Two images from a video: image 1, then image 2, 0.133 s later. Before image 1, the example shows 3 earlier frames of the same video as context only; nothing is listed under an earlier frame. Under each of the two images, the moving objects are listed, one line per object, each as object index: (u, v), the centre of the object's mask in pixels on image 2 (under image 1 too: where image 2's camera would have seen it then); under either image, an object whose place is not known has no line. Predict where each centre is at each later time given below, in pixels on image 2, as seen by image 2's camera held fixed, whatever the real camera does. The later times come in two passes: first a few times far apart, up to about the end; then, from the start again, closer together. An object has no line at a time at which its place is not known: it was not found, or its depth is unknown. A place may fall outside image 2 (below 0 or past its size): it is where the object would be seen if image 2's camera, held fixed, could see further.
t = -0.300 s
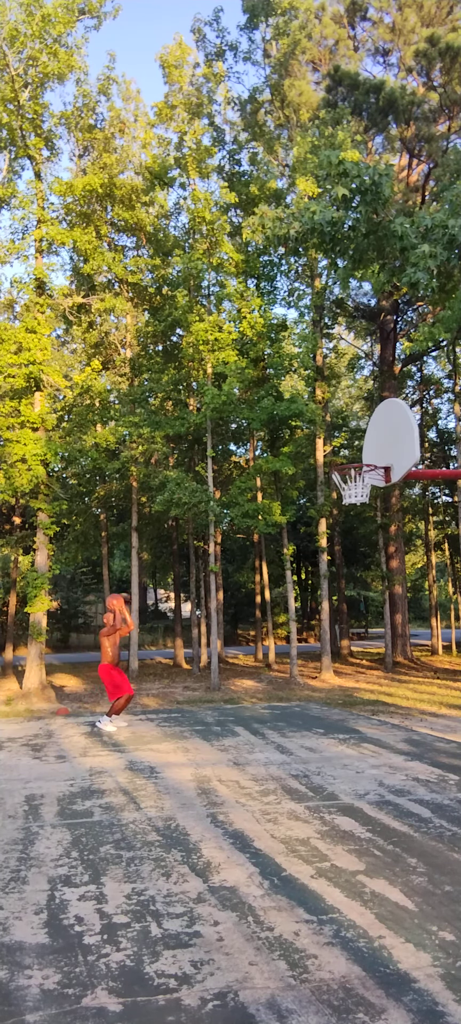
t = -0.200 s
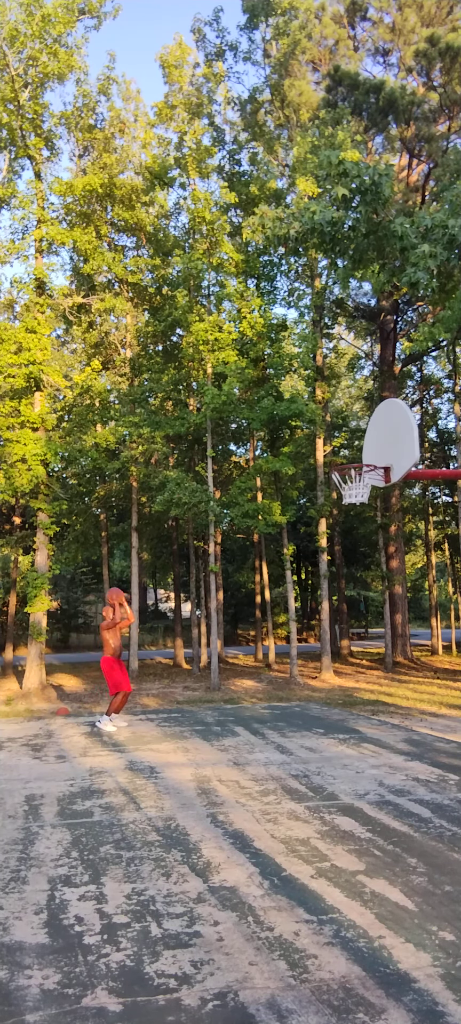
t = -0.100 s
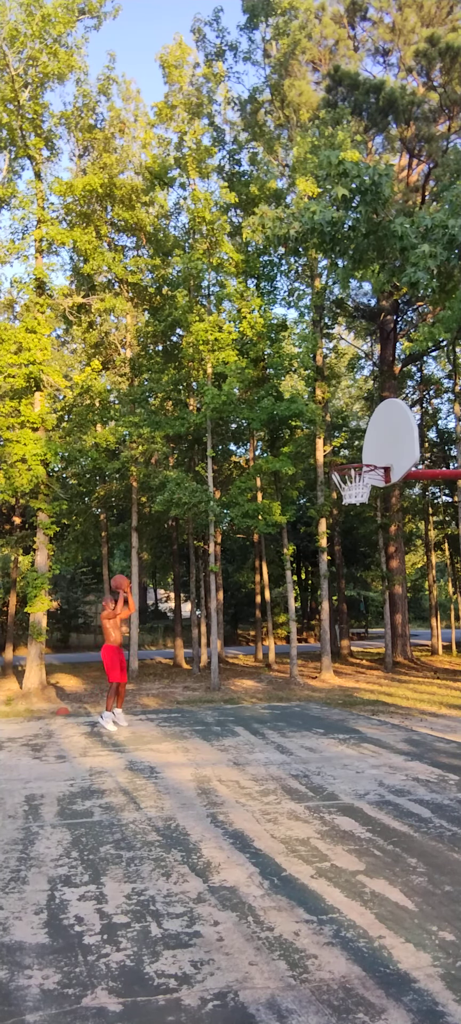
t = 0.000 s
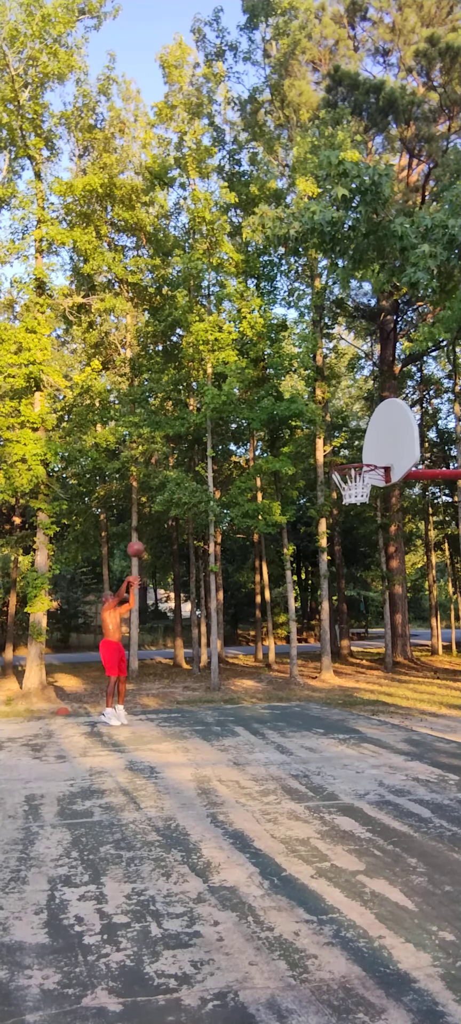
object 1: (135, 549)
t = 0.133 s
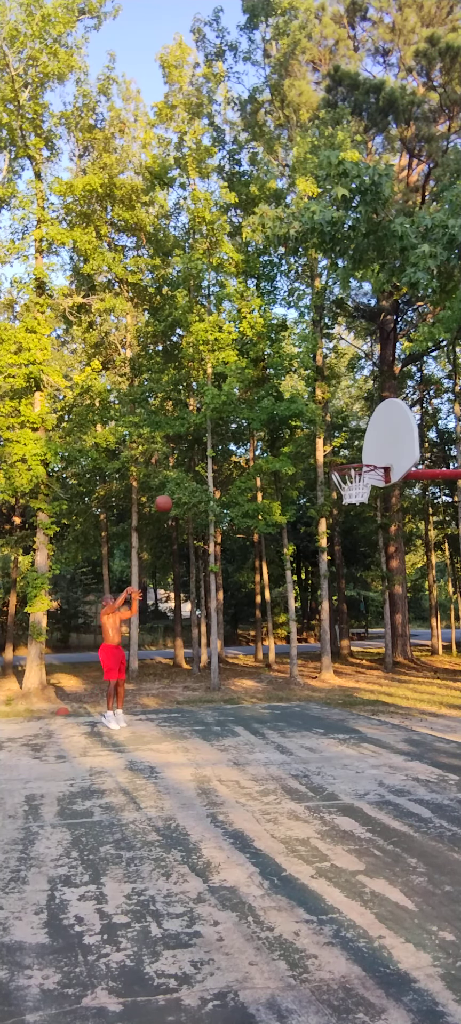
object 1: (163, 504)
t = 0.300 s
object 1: (201, 462)
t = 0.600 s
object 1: (278, 431)
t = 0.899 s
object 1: (364, 458)
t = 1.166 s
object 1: (348, 431)
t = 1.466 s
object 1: (324, 470)
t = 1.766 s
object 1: (300, 614)
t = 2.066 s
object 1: (274, 725)
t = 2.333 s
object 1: (242, 593)
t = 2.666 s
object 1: (203, 547)
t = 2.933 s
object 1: (166, 629)
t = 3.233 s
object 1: (115, 888)
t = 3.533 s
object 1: (41, 712)
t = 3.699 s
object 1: (8, 684)
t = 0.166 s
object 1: (171, 494)
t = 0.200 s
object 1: (178, 485)
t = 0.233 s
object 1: (185, 477)
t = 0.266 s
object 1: (193, 469)
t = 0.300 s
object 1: (201, 462)
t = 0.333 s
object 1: (209, 455)
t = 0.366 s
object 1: (217, 450)
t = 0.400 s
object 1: (225, 444)
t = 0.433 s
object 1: (234, 440)
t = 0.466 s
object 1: (242, 437)
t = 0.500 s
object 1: (251, 434)
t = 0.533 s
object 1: (260, 432)
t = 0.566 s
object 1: (269, 431)
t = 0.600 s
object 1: (278, 431)
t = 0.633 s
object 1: (288, 432)
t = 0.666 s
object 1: (297, 433)
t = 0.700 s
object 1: (308, 435)
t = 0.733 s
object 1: (318, 439)
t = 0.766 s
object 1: (330, 444)
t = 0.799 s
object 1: (340, 449)
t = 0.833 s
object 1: (351, 455)
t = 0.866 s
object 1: (362, 459)
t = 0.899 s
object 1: (364, 458)
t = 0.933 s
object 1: (365, 457)
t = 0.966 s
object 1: (363, 452)
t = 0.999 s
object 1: (360, 446)
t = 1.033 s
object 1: (358, 441)
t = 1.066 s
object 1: (355, 437)
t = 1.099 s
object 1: (353, 434)
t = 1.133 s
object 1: (350, 432)
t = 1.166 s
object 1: (348, 431)
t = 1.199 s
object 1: (344, 430)
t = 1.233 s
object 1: (342, 432)
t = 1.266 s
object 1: (339, 434)
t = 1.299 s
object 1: (336, 437)
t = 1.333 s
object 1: (334, 441)
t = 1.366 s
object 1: (331, 446)
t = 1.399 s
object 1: (329, 453)
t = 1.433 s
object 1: (326, 461)
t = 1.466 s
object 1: (324, 470)
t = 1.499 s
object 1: (320, 480)
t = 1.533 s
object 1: (318, 491)
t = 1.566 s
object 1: (315, 504)
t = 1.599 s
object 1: (312, 518)
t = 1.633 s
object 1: (310, 535)
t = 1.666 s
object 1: (308, 552)
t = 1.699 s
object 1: (305, 571)
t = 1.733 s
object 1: (303, 592)
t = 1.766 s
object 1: (300, 614)
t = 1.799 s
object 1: (298, 638)
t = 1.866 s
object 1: (292, 691)
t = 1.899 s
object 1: (289, 722)
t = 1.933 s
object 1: (287, 754)
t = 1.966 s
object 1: (284, 789)
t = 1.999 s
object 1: (281, 770)
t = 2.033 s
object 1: (277, 747)
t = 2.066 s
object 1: (274, 725)
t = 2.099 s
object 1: (270, 704)
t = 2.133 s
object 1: (266, 684)
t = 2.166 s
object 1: (262, 666)
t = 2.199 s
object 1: (258, 649)
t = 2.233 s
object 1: (254, 633)
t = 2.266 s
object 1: (251, 618)
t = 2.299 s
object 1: (247, 605)
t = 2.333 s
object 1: (242, 593)
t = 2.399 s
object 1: (235, 573)
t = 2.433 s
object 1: (231, 564)
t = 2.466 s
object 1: (227, 557)
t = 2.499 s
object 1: (223, 552)
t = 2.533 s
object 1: (219, 548)
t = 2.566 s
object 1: (215, 546)
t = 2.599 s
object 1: (212, 544)
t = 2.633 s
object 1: (207, 545)
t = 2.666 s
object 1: (203, 547)
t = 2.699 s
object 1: (199, 551)
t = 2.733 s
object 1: (195, 556)
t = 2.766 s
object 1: (190, 563)
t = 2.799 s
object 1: (186, 572)
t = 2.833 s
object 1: (181, 583)
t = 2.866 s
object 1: (176, 596)
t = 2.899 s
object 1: (171, 611)
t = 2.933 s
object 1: (166, 629)
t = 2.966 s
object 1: (161, 648)
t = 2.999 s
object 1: (157, 670)
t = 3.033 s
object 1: (151, 695)
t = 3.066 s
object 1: (145, 723)
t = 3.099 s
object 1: (139, 753)
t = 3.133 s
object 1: (134, 786)
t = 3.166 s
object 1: (127, 824)
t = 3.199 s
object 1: (121, 863)
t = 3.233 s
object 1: (115, 888)
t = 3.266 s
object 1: (107, 861)
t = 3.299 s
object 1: (100, 836)
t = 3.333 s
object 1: (92, 812)
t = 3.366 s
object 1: (84, 791)
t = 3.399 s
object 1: (76, 771)
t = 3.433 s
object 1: (67, 753)
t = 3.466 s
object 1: (59, 737)
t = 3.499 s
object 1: (50, 723)
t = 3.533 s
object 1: (41, 712)
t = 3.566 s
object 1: (32, 702)
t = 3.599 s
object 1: (23, 694)
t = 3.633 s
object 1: (18, 688)
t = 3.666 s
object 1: (13, 685)
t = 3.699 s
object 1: (8, 684)
